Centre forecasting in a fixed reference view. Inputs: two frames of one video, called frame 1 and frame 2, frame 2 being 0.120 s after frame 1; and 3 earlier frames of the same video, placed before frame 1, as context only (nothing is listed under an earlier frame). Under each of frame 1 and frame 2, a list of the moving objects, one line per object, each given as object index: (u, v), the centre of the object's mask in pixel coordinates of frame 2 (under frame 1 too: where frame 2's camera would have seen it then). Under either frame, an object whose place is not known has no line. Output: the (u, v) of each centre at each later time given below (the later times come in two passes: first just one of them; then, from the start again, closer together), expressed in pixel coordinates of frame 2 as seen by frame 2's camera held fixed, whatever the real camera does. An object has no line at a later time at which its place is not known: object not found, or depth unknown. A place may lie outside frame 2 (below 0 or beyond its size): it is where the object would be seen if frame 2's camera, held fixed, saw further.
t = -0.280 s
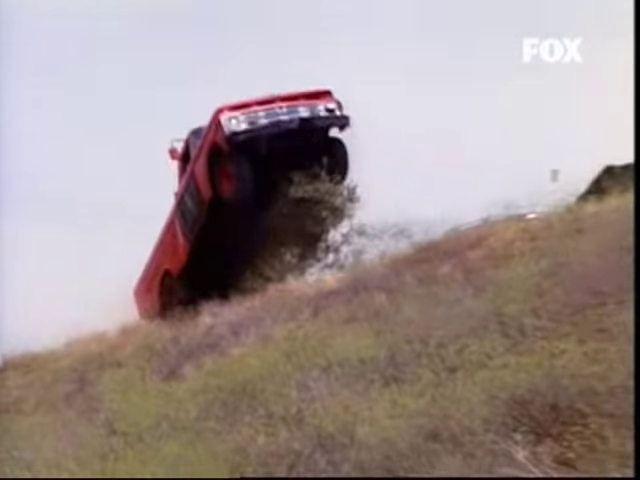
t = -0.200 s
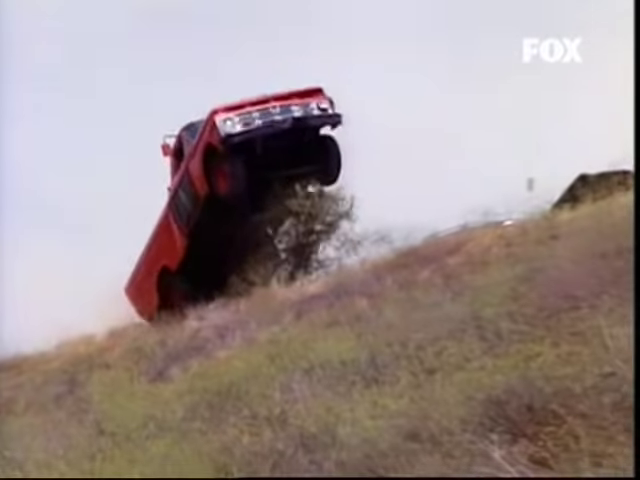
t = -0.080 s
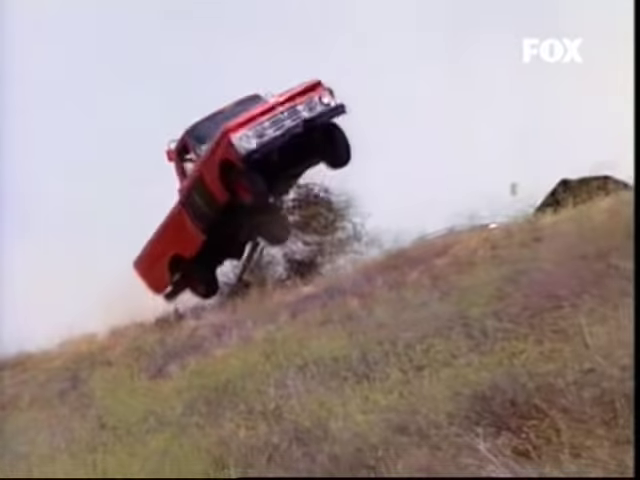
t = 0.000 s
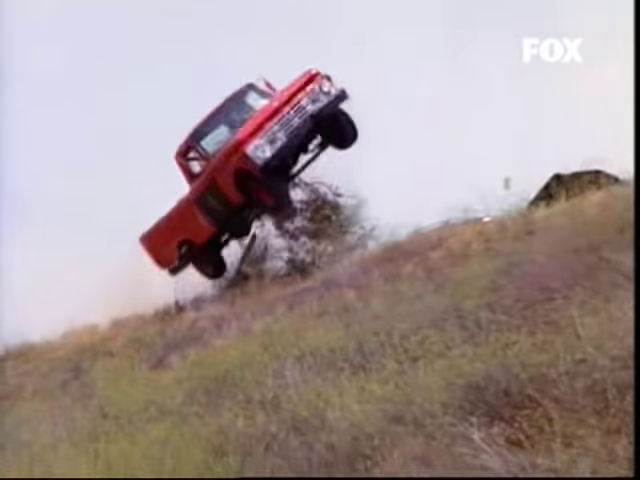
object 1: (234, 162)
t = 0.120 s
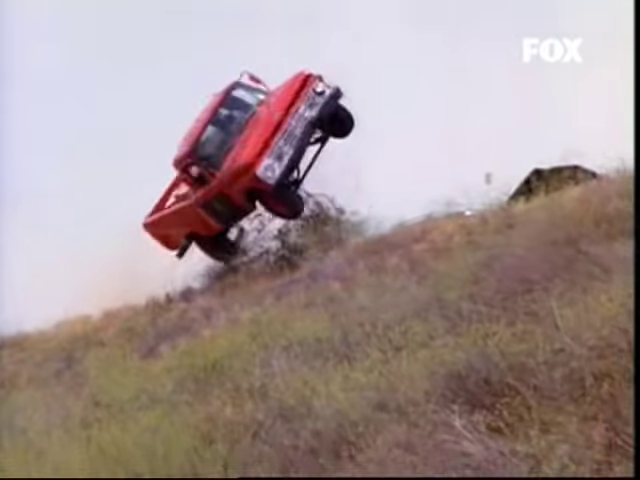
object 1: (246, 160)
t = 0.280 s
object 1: (259, 174)
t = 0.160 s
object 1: (250, 162)
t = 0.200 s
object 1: (254, 166)
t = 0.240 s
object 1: (256, 169)
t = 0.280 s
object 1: (259, 174)
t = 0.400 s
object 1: (269, 197)
